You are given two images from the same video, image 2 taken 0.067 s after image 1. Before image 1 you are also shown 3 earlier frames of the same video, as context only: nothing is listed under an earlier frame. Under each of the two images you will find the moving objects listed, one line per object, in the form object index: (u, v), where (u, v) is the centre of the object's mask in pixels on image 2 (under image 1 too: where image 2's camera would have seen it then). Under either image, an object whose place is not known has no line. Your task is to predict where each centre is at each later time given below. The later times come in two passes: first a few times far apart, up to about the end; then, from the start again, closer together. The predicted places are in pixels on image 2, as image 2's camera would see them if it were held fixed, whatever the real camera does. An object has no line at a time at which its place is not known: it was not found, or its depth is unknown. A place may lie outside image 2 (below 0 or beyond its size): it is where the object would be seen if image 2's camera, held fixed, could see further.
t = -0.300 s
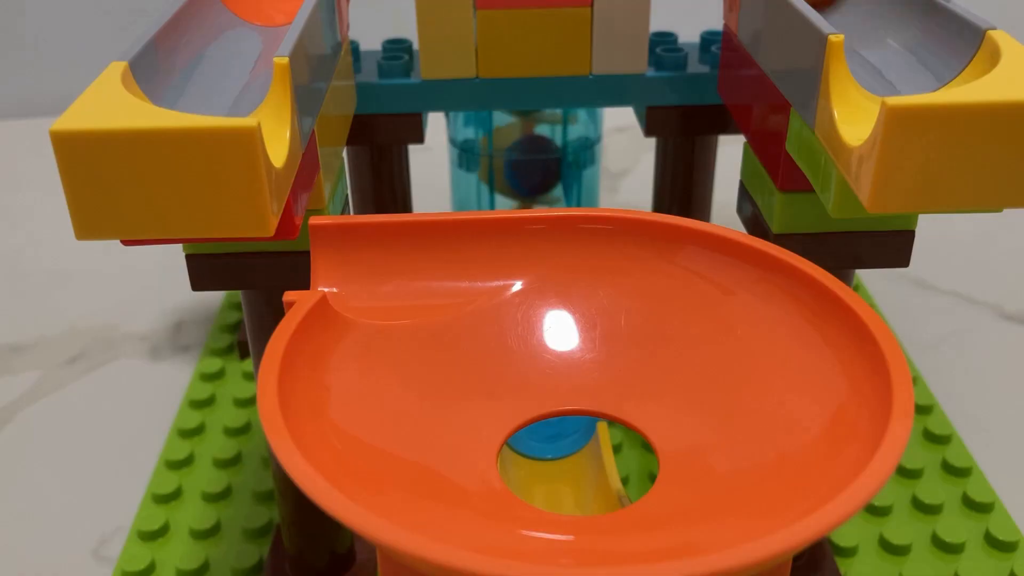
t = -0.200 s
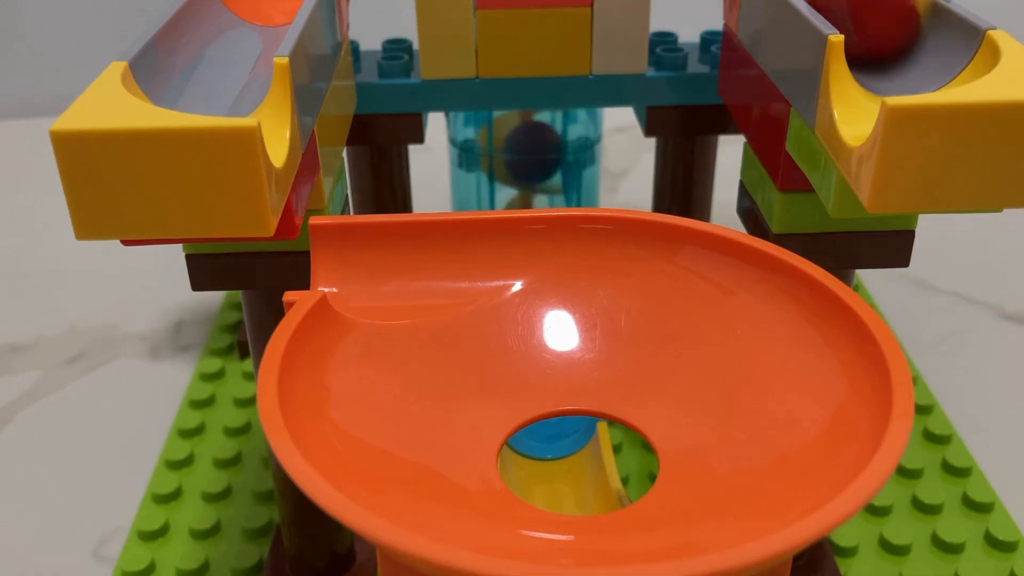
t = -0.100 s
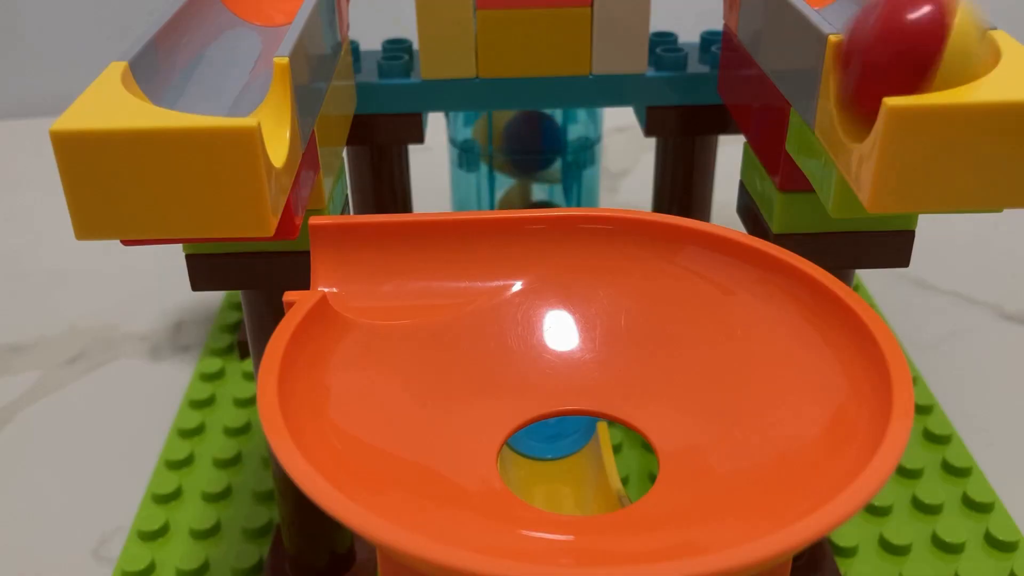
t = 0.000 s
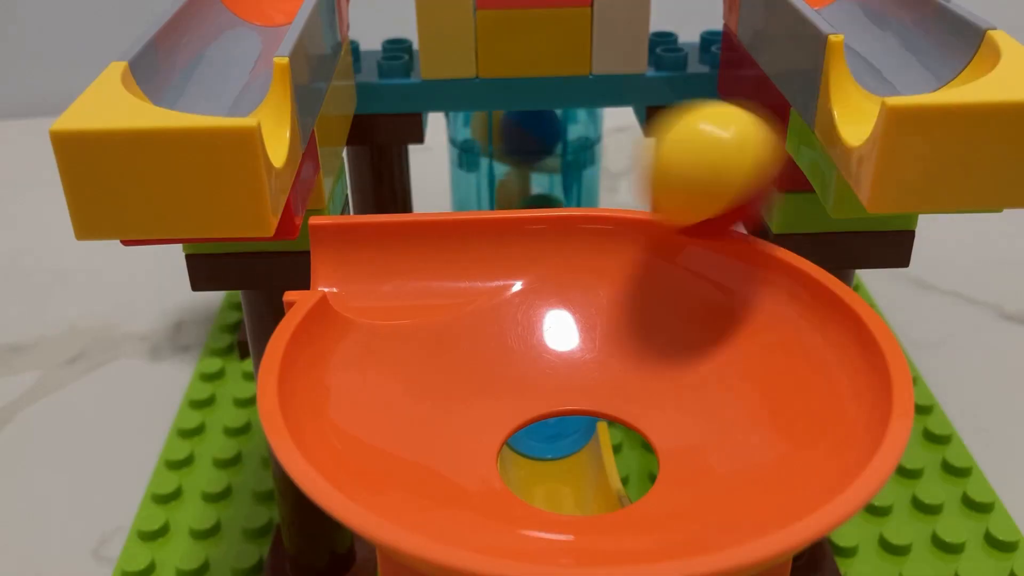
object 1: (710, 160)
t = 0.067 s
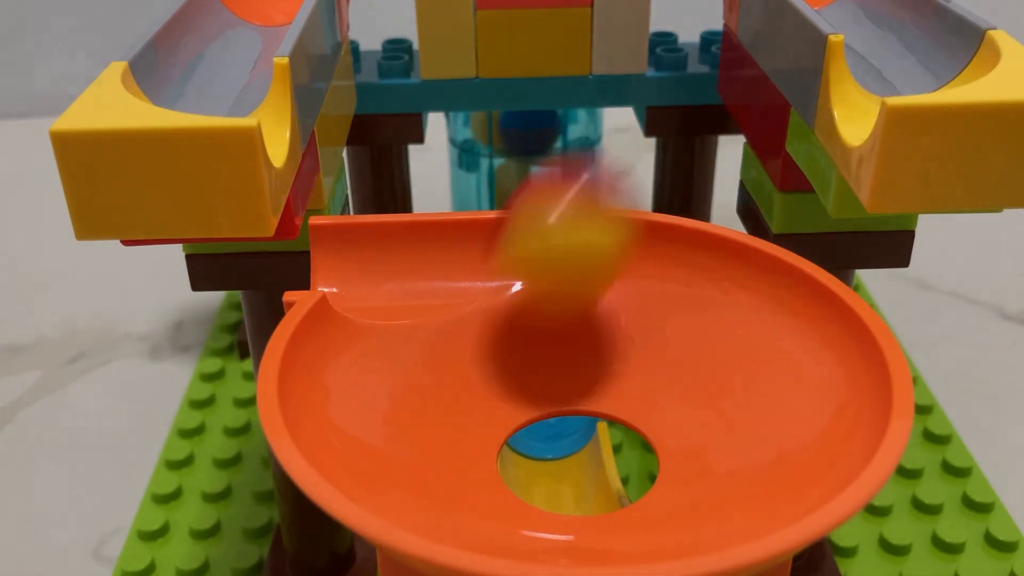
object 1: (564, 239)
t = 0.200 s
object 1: (432, 441)
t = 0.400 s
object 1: (646, 388)
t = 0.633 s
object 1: (567, 317)
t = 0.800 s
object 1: (493, 480)
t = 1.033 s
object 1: (654, 312)
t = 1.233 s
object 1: (539, 317)
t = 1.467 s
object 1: (520, 488)
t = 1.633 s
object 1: (631, 319)
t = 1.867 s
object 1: (495, 376)
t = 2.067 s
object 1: (588, 498)
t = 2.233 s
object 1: (615, 275)
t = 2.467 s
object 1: (482, 411)
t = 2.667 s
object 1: (633, 456)
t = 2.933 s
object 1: (585, 292)
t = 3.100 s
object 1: (498, 466)
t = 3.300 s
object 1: (662, 395)
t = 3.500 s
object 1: (600, 277)
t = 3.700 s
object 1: (517, 473)
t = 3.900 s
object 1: (660, 457)
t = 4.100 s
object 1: (538, 347)
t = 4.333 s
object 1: (604, 421)
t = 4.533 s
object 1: (569, 443)
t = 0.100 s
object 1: (528, 328)
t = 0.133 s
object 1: (475, 353)
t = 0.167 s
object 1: (435, 409)
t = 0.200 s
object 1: (432, 441)
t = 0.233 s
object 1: (469, 481)
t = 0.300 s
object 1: (465, 444)
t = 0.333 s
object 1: (541, 449)
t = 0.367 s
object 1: (604, 431)
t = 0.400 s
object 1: (646, 388)
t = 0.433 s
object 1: (657, 349)
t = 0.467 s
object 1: (665, 332)
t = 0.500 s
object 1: (670, 307)
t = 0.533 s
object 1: (658, 288)
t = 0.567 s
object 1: (634, 289)
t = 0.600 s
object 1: (603, 302)
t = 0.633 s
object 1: (567, 317)
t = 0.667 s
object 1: (518, 343)
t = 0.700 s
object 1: (475, 378)
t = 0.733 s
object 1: (453, 412)
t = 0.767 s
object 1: (457, 445)
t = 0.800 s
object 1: (493, 480)
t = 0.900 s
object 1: (538, 486)
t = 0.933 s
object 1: (604, 458)
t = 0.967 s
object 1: (648, 413)
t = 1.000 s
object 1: (667, 361)
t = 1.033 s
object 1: (654, 312)
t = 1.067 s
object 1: (636, 315)
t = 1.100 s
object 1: (644, 316)
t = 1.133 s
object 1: (634, 304)
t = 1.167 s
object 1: (616, 299)
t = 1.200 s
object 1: (589, 299)
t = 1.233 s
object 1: (539, 317)
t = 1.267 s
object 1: (495, 361)
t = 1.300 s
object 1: (471, 399)
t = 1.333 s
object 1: (469, 439)
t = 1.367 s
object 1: (493, 483)
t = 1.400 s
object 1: (546, 515)
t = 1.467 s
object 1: (520, 488)
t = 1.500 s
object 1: (582, 469)
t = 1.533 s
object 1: (625, 435)
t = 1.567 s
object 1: (648, 392)
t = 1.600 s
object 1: (647, 348)
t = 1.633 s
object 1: (631, 319)
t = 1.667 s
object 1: (619, 312)
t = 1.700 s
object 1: (613, 307)
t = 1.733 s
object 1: (597, 306)
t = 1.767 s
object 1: (583, 315)
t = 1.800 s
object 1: (568, 317)
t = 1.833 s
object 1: (530, 337)
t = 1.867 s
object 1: (495, 376)
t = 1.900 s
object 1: (479, 418)
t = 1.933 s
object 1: (487, 450)
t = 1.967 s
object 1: (520, 486)
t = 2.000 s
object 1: (565, 518)
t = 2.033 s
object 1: (553, 534)
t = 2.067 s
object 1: (588, 498)
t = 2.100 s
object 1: (632, 456)
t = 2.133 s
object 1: (659, 415)
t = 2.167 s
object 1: (664, 369)
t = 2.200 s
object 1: (652, 311)
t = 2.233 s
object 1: (615, 275)
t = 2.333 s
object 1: (622, 302)
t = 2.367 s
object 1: (583, 282)
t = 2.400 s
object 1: (527, 311)
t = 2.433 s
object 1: (494, 370)
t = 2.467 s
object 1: (482, 411)
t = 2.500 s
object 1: (485, 442)
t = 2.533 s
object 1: (508, 484)
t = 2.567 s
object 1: (536, 517)
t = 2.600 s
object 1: (550, 515)
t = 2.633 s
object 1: (591, 488)
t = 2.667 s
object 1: (633, 456)
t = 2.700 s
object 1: (656, 423)
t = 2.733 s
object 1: (663, 378)
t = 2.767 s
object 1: (655, 322)
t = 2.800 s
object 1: (618, 285)
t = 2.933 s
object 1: (585, 292)
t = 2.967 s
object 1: (533, 312)
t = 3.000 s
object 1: (499, 361)
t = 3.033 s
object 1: (480, 401)
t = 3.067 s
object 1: (479, 431)
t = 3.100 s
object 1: (498, 466)
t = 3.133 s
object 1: (529, 502)
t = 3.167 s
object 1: (546, 516)
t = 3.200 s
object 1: (579, 492)
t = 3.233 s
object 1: (623, 460)
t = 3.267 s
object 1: (651, 431)
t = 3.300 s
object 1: (662, 395)
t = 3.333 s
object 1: (659, 343)
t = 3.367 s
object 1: (639, 295)
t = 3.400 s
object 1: (597, 275)
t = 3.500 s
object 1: (600, 277)
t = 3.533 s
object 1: (549, 295)
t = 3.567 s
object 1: (509, 340)
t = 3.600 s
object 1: (488, 392)
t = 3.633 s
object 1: (483, 423)
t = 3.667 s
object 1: (493, 447)
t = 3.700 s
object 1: (517, 473)
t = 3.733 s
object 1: (550, 492)
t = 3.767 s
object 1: (583, 485)
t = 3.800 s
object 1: (620, 459)
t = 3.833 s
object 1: (647, 442)
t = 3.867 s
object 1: (658, 457)
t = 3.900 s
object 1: (660, 457)
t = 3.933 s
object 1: (654, 450)
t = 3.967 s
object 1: (622, 444)
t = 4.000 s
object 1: (581, 435)
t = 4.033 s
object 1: (545, 418)
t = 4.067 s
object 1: (537, 378)
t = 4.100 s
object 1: (538, 347)
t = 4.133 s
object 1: (540, 317)
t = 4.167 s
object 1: (549, 300)
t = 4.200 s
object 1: (562, 302)
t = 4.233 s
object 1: (575, 315)
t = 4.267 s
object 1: (588, 339)
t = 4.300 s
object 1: (601, 370)
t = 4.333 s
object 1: (604, 421)
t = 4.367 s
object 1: (554, 423)
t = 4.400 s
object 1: (548, 399)
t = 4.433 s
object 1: (568, 399)
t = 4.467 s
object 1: (590, 437)
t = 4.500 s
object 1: (582, 435)
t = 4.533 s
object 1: (569, 443)
